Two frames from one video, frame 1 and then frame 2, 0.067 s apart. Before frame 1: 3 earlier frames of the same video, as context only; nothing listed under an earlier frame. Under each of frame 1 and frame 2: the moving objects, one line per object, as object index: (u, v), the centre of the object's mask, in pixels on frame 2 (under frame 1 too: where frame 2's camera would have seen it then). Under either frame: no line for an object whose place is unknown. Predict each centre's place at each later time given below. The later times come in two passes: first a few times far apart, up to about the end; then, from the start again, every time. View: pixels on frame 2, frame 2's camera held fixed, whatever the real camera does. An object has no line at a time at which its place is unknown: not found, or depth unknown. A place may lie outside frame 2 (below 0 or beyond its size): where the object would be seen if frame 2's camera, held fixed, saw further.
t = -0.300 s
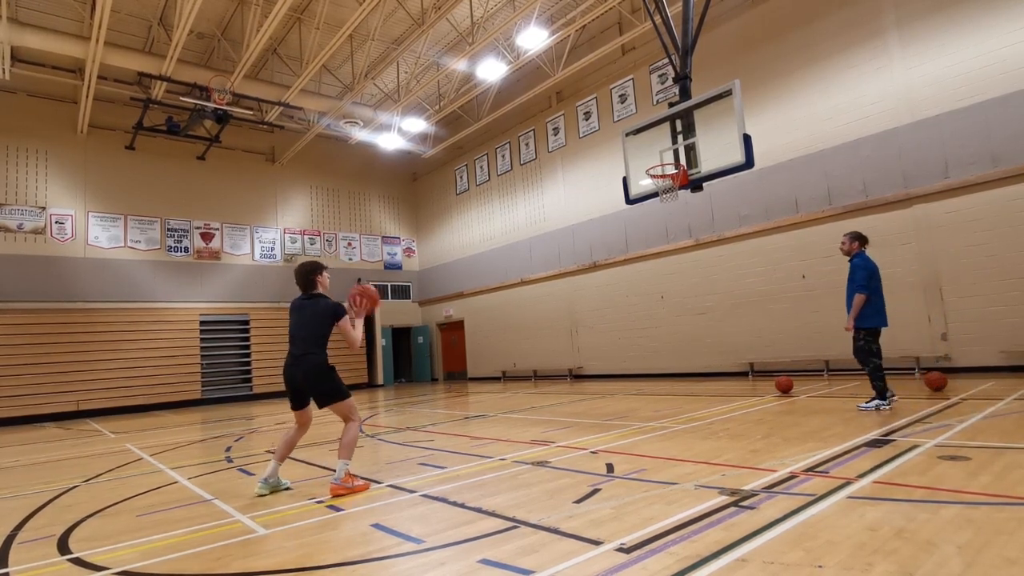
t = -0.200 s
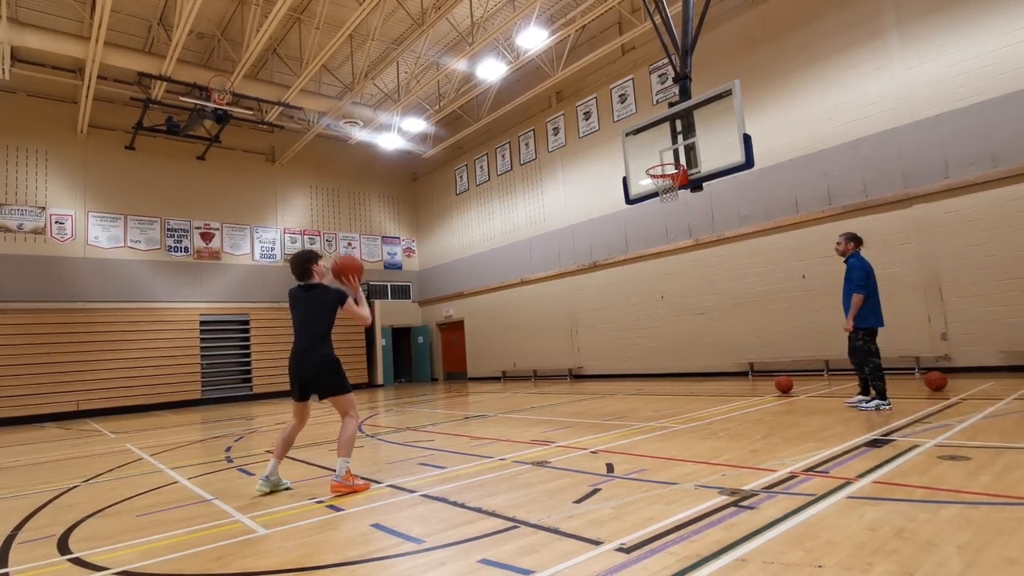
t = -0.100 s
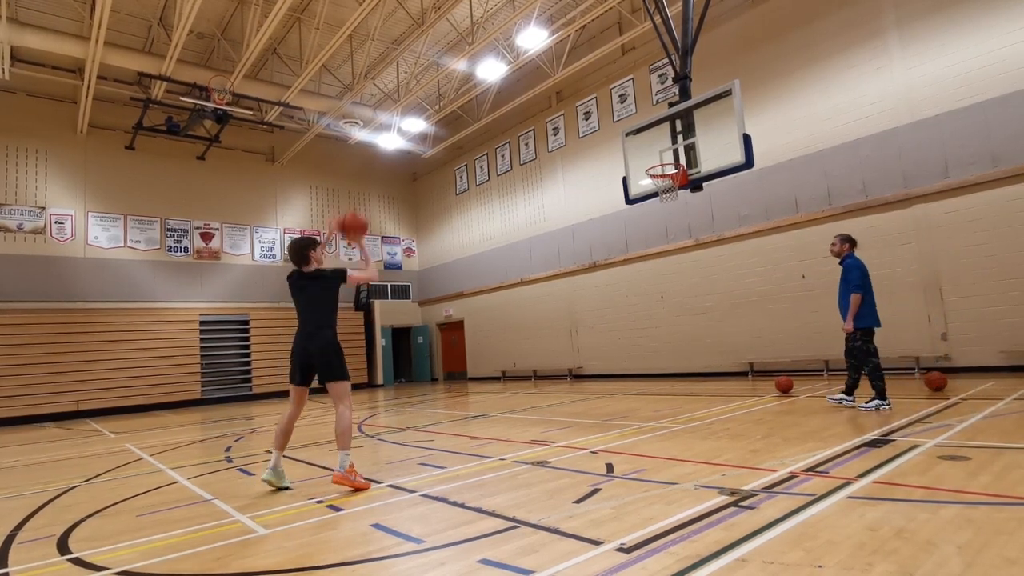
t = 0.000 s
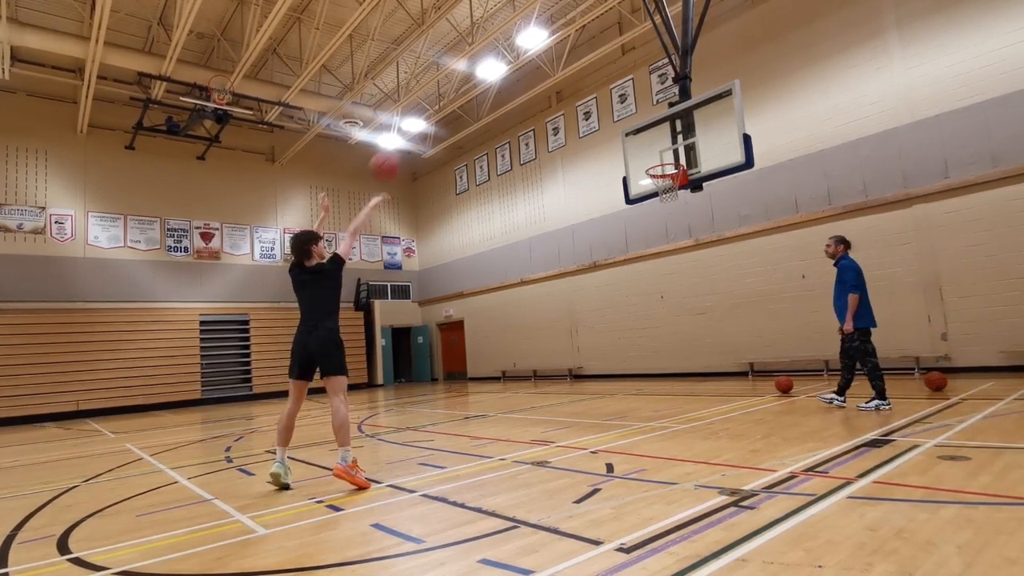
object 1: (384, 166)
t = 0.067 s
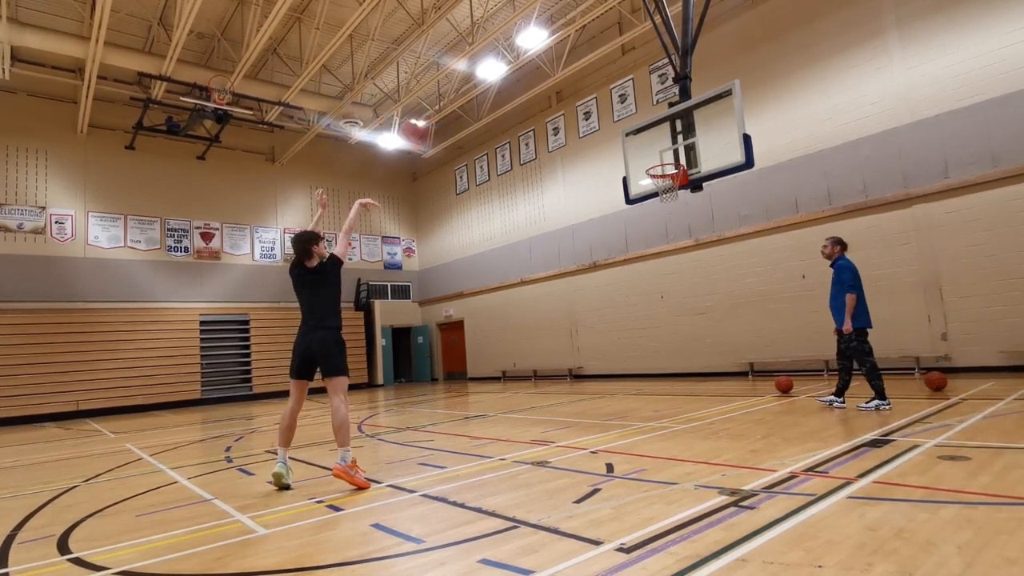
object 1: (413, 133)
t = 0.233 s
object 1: (472, 83)
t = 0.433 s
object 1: (533, 65)
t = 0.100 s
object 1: (426, 117)
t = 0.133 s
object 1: (438, 107)
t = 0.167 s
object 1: (449, 97)
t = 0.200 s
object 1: (462, 88)
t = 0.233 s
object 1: (472, 83)
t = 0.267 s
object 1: (482, 77)
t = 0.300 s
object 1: (495, 72)
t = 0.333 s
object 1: (505, 67)
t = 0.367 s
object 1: (514, 66)
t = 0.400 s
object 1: (523, 64)
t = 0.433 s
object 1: (533, 65)
